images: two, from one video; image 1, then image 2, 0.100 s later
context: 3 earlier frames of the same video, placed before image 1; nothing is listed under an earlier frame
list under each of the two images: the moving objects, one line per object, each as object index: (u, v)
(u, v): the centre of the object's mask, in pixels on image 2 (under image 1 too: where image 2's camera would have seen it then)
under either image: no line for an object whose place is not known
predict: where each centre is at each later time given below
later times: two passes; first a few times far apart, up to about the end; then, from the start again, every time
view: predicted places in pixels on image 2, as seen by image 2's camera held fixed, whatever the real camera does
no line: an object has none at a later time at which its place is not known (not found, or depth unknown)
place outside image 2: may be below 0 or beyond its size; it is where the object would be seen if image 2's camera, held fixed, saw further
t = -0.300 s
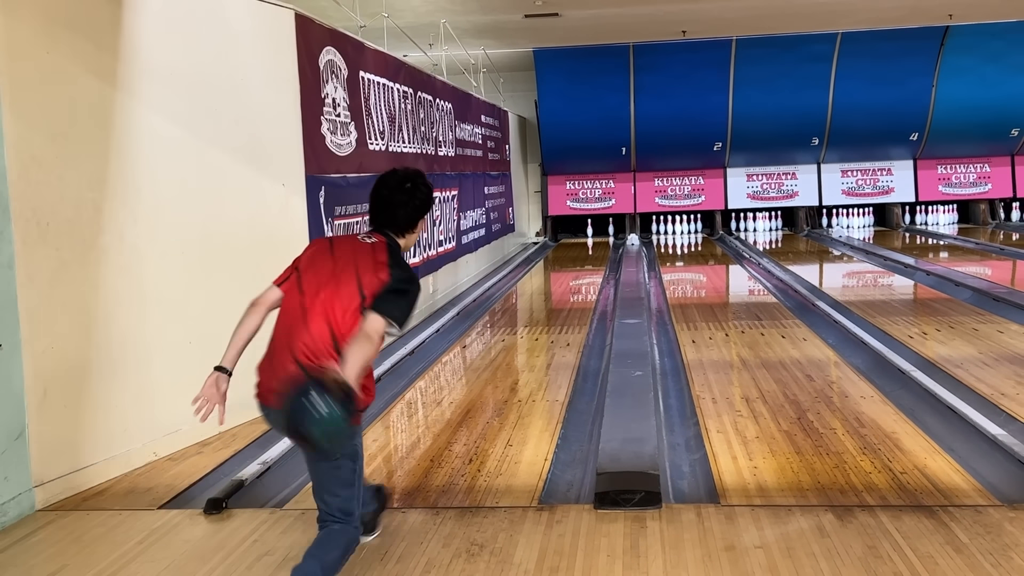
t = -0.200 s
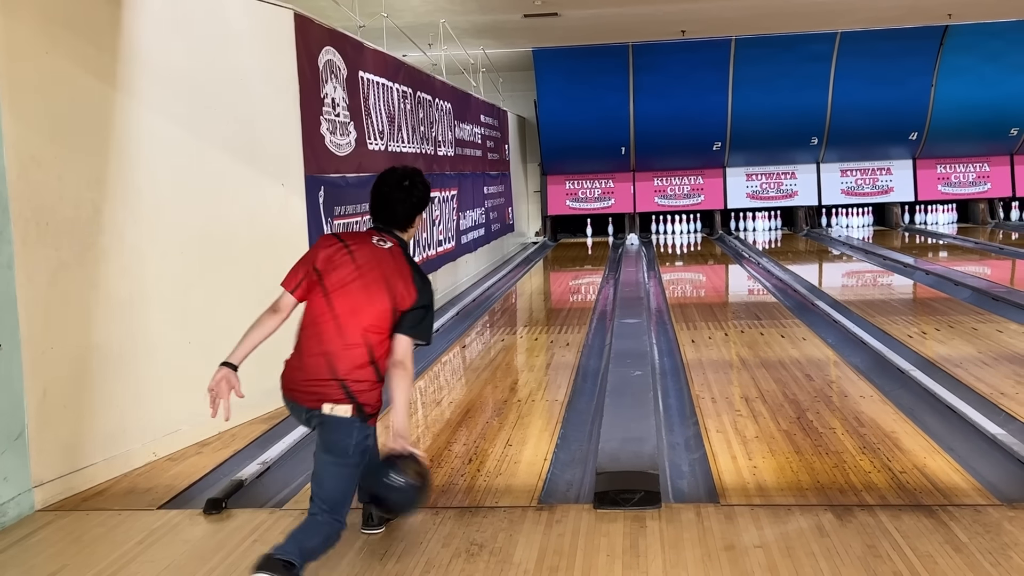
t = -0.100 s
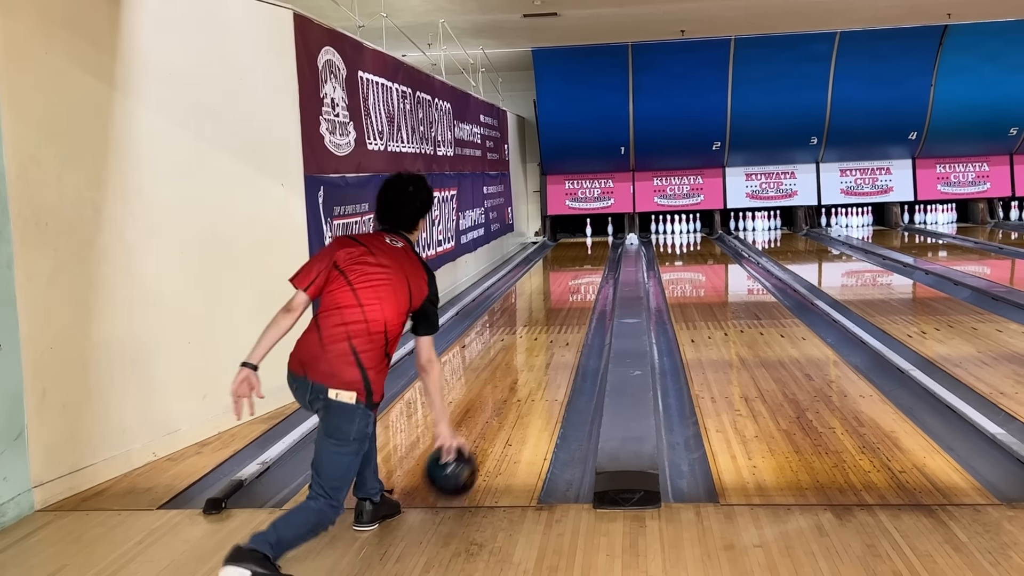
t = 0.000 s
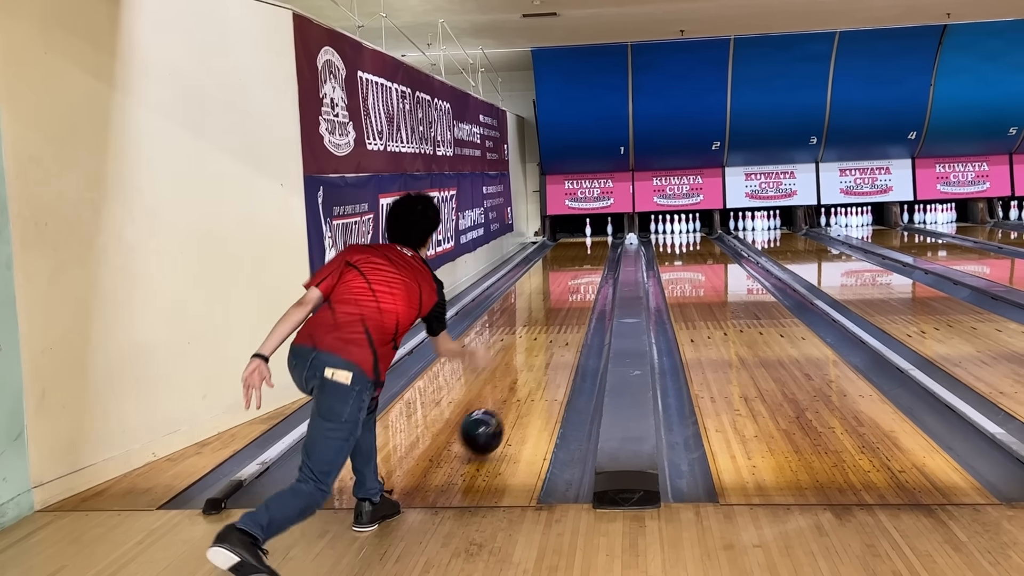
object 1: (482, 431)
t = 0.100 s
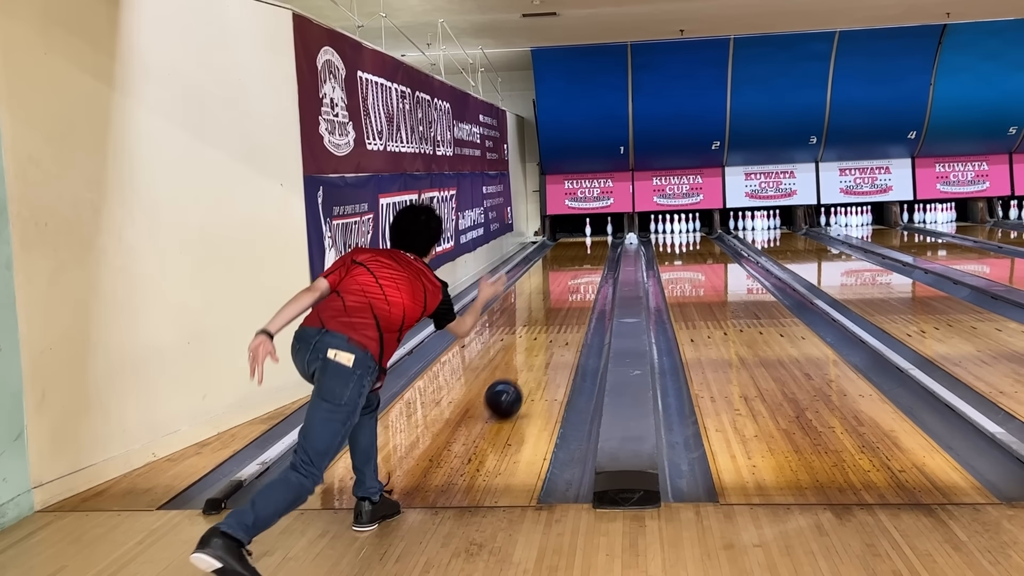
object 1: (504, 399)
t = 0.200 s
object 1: (520, 371)
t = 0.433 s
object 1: (546, 327)
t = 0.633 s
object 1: (560, 302)
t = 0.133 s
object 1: (510, 389)
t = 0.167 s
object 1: (515, 379)
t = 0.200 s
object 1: (520, 371)
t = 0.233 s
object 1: (525, 363)
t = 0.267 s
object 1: (529, 356)
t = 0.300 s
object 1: (532, 349)
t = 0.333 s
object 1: (536, 343)
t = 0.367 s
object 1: (539, 337)
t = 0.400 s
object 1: (543, 332)
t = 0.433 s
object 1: (546, 327)
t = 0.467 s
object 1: (548, 322)
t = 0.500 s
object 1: (551, 318)
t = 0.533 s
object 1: (553, 314)
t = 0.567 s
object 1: (556, 310)
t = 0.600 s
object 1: (558, 306)
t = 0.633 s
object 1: (560, 302)
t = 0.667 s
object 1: (562, 299)
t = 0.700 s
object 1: (564, 296)
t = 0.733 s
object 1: (565, 293)
